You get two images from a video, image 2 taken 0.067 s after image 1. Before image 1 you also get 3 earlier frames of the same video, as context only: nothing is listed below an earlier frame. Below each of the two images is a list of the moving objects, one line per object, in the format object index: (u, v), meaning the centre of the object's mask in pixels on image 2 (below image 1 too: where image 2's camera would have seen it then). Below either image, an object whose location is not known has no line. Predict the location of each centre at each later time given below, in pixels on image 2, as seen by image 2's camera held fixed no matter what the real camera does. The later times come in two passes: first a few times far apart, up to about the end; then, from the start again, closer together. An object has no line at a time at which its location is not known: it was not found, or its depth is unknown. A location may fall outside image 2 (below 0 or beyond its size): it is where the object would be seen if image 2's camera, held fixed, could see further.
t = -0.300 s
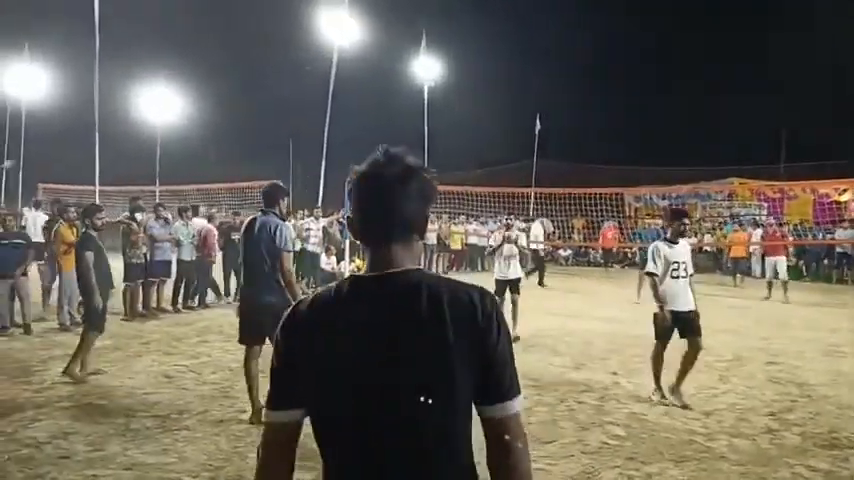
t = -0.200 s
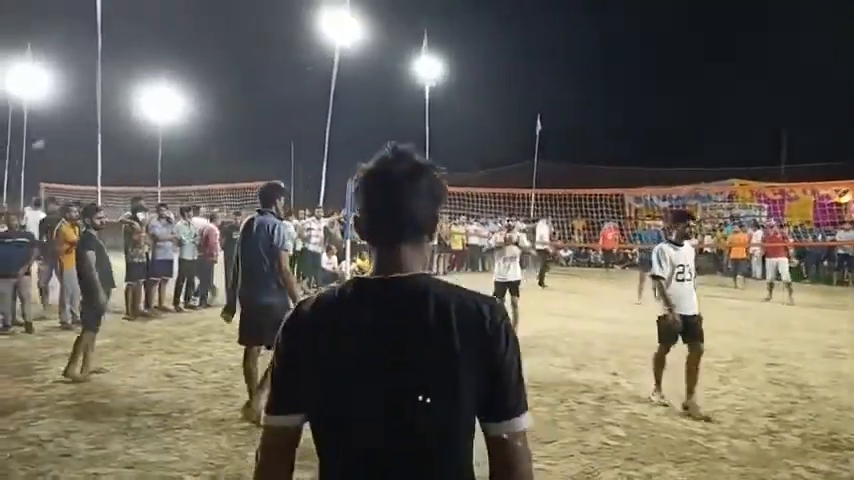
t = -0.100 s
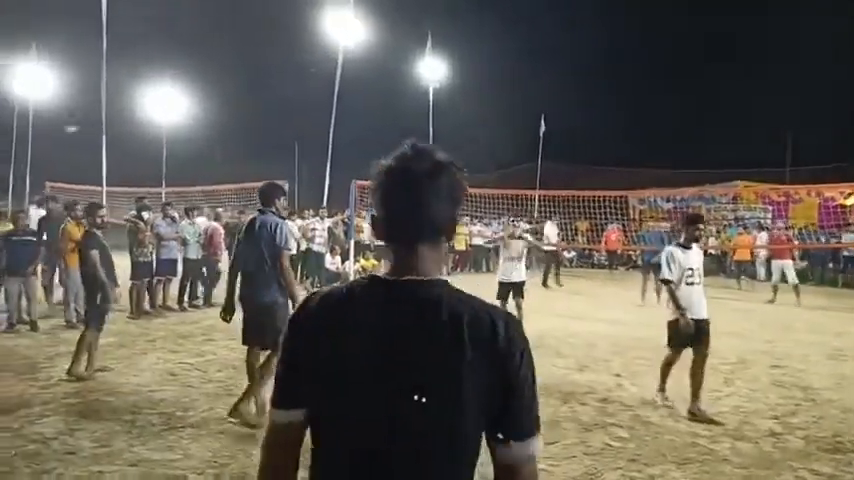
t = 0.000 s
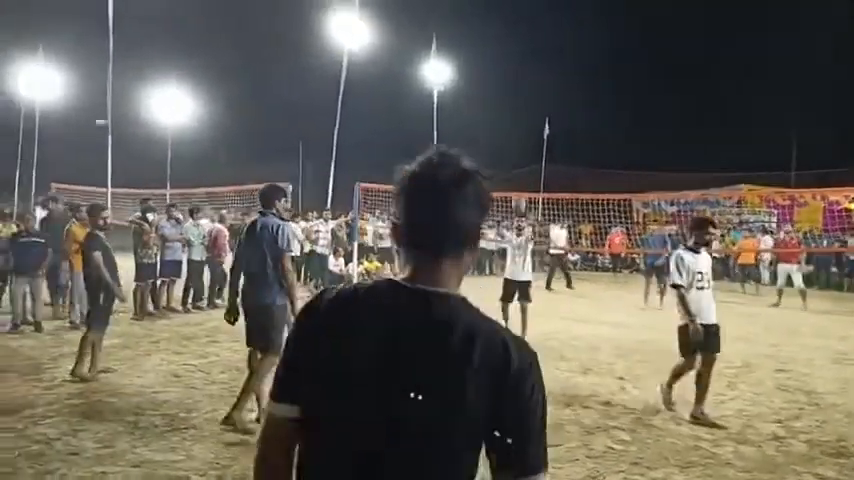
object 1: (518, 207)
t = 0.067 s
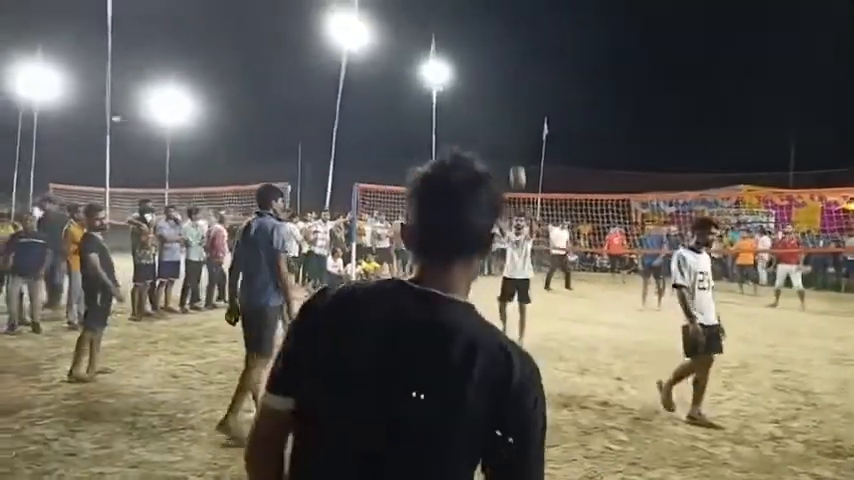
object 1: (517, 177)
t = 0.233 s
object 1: (521, 111)
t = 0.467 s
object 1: (529, 27)
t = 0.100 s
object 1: (518, 164)
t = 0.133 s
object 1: (519, 149)
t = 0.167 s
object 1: (519, 136)
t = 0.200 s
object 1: (520, 124)
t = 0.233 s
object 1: (521, 111)
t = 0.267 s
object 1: (522, 98)
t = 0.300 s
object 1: (523, 85)
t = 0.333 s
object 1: (524, 73)
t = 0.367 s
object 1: (525, 61)
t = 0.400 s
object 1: (526, 48)
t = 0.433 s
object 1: (527, 37)
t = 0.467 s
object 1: (529, 27)
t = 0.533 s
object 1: (532, 7)
